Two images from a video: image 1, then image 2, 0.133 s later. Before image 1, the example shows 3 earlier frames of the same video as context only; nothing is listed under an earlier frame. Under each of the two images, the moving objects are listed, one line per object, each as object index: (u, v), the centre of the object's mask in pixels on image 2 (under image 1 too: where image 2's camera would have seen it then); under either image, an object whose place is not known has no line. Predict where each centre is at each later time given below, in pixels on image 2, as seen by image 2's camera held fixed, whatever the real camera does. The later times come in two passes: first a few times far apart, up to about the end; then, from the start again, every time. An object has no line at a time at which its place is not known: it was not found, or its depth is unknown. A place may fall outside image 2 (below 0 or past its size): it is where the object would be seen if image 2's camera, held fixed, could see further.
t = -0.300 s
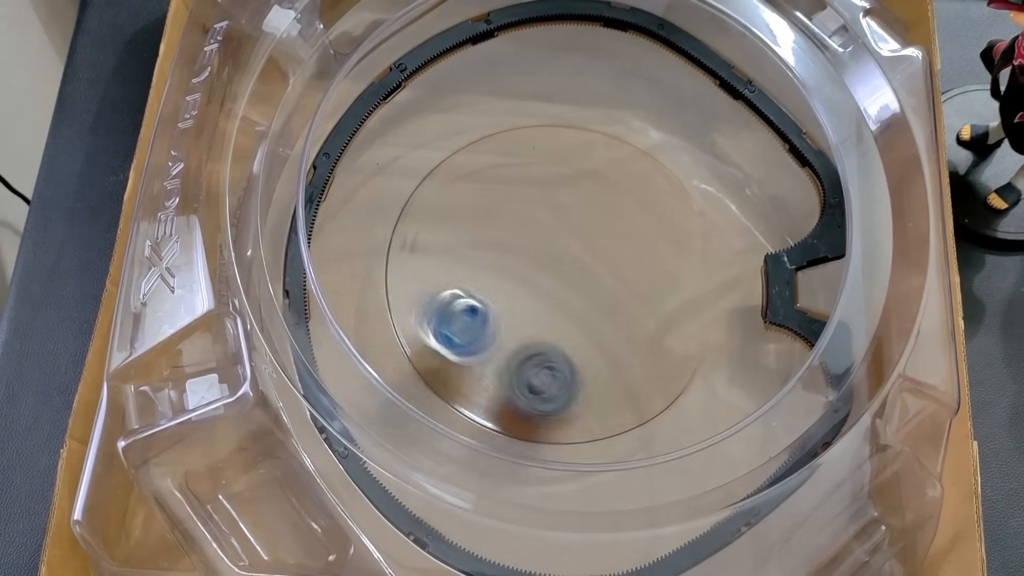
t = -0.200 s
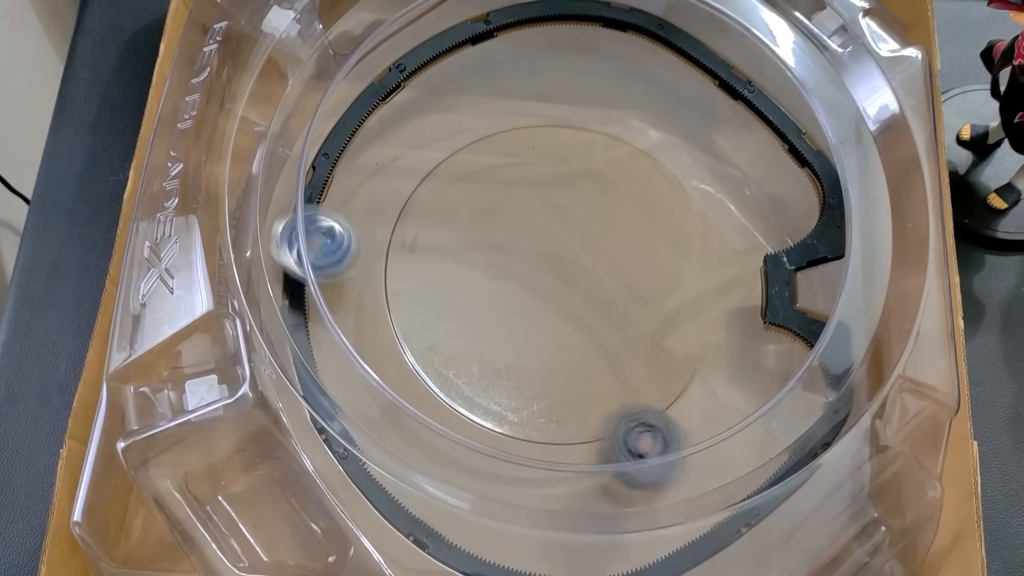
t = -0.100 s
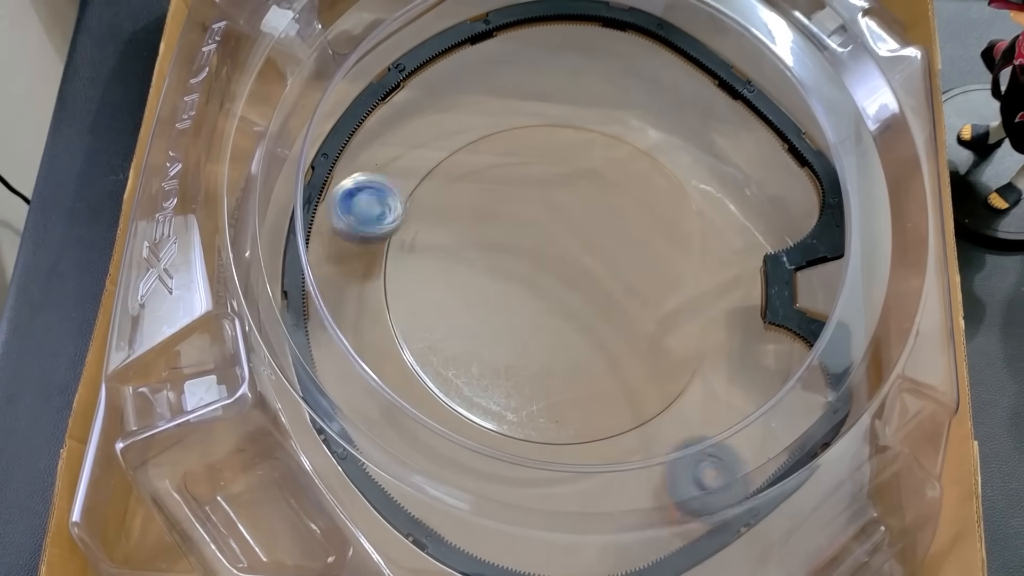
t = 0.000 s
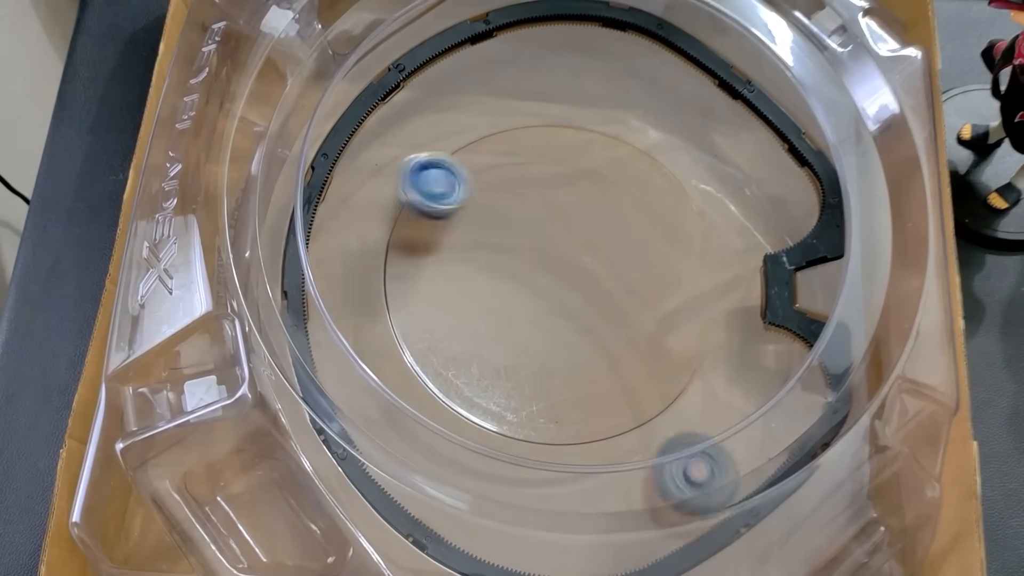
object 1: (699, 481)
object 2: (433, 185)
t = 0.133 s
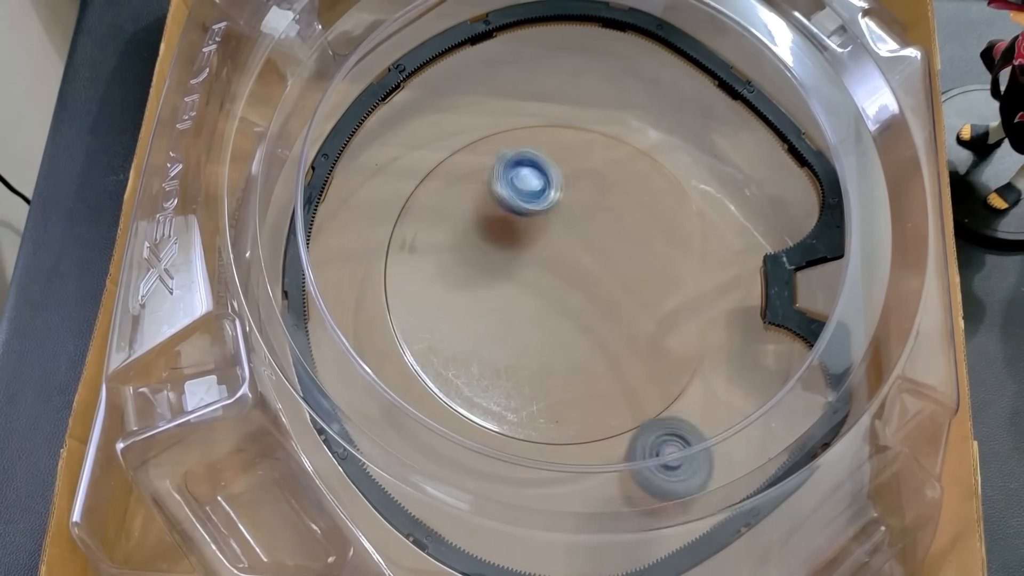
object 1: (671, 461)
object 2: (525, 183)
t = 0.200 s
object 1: (663, 452)
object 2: (562, 184)
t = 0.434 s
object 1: (638, 422)
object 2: (623, 154)
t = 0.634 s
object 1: (578, 366)
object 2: (604, 137)
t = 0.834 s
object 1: (520, 269)
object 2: (584, 166)
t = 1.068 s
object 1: (418, 212)
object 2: (723, 171)
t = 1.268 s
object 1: (441, 170)
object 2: (760, 174)
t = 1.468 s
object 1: (526, 168)
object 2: (628, 231)
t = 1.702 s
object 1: (597, 302)
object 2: (573, 368)
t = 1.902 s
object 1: (508, 311)
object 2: (622, 534)
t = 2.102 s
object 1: (473, 252)
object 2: (583, 458)
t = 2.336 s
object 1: (517, 234)
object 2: (487, 400)
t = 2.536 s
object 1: (562, 240)
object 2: (419, 299)
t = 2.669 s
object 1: (584, 253)
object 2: (419, 225)
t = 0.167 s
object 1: (666, 455)
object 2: (544, 184)
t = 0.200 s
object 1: (663, 452)
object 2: (562, 184)
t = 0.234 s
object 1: (660, 448)
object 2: (578, 183)
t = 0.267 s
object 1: (658, 444)
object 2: (590, 182)
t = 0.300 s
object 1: (654, 438)
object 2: (601, 179)
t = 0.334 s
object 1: (649, 429)
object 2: (609, 174)
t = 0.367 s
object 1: (646, 427)
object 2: (615, 170)
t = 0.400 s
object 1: (642, 425)
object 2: (619, 163)
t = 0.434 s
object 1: (638, 422)
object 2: (623, 154)
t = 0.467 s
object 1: (634, 418)
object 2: (624, 145)
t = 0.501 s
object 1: (625, 410)
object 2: (624, 136)
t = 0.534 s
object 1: (614, 400)
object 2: (622, 130)
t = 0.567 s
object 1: (602, 389)
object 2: (615, 133)
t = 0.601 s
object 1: (590, 378)
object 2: (609, 135)
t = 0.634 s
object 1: (578, 366)
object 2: (604, 137)
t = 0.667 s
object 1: (567, 354)
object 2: (601, 138)
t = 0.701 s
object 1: (556, 340)
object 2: (598, 140)
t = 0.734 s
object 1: (544, 325)
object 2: (595, 141)
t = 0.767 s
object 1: (535, 308)
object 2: (592, 145)
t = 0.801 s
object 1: (527, 291)
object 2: (587, 157)
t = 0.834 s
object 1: (520, 269)
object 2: (584, 166)
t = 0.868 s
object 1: (518, 249)
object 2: (581, 180)
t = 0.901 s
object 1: (516, 231)
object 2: (585, 191)
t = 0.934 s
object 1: (484, 228)
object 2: (625, 183)
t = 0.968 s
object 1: (461, 225)
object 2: (661, 172)
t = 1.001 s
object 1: (442, 221)
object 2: (685, 167)
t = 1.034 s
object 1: (427, 217)
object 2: (703, 169)
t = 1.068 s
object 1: (418, 212)
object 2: (723, 171)
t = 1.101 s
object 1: (415, 206)
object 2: (746, 172)
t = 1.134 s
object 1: (415, 198)
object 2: (773, 172)
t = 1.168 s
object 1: (419, 190)
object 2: (800, 172)
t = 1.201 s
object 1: (425, 182)
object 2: (806, 169)
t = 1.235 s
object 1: (432, 175)
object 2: (784, 172)
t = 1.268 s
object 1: (441, 170)
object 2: (760, 174)
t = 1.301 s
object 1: (450, 166)
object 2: (731, 181)
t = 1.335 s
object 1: (461, 164)
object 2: (709, 185)
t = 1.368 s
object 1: (474, 163)
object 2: (687, 193)
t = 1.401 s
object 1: (490, 162)
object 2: (667, 204)
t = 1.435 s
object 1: (508, 163)
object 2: (646, 216)
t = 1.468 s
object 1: (526, 168)
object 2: (628, 231)
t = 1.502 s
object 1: (546, 178)
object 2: (613, 247)
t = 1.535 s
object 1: (564, 194)
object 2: (599, 264)
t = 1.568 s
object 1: (579, 213)
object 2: (589, 282)
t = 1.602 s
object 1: (590, 233)
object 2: (582, 302)
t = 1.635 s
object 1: (597, 256)
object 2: (576, 323)
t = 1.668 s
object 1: (599, 280)
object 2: (574, 346)
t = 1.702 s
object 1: (597, 302)
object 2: (573, 368)
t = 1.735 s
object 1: (592, 323)
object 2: (576, 392)
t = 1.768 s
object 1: (583, 343)
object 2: (580, 414)
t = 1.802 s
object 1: (569, 355)
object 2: (584, 419)
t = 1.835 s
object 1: (548, 345)
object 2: (599, 452)
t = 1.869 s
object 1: (526, 328)
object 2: (614, 498)
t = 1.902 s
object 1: (508, 311)
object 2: (622, 534)
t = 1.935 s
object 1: (493, 295)
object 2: (623, 540)
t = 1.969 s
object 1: (480, 280)
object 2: (615, 521)
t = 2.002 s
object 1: (474, 270)
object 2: (605, 500)
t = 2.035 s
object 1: (471, 263)
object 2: (597, 483)
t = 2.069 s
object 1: (471, 257)
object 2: (591, 470)
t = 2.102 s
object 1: (473, 252)
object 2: (583, 458)
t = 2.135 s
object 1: (477, 247)
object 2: (577, 448)
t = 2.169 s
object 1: (482, 243)
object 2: (568, 440)
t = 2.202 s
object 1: (489, 239)
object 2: (557, 431)
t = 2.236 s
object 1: (496, 237)
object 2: (544, 426)
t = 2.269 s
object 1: (503, 235)
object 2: (528, 420)
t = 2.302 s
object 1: (510, 234)
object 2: (508, 411)
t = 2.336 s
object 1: (517, 234)
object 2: (487, 400)
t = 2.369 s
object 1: (525, 233)
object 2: (464, 385)
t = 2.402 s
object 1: (533, 234)
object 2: (446, 370)
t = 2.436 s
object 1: (540, 234)
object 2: (432, 353)
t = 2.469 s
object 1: (548, 236)
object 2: (422, 334)
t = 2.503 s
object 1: (555, 238)
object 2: (420, 317)
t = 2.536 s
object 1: (562, 240)
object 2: (419, 299)
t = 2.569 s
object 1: (569, 243)
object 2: (419, 280)
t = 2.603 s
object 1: (575, 245)
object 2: (420, 262)
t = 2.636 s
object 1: (580, 249)
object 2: (420, 244)
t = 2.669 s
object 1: (584, 253)
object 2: (419, 225)
